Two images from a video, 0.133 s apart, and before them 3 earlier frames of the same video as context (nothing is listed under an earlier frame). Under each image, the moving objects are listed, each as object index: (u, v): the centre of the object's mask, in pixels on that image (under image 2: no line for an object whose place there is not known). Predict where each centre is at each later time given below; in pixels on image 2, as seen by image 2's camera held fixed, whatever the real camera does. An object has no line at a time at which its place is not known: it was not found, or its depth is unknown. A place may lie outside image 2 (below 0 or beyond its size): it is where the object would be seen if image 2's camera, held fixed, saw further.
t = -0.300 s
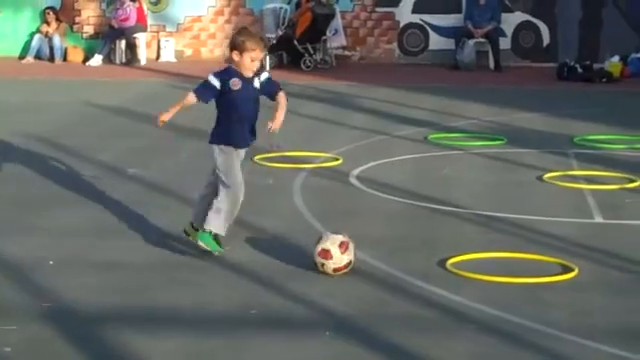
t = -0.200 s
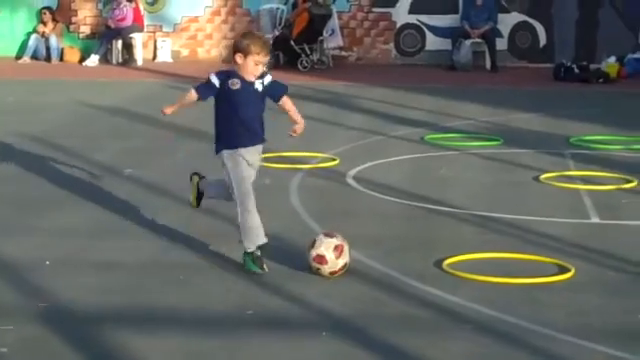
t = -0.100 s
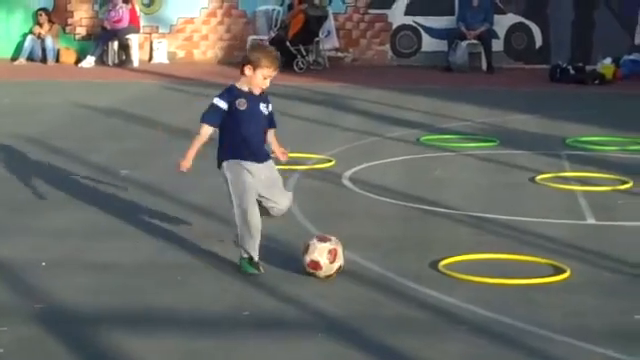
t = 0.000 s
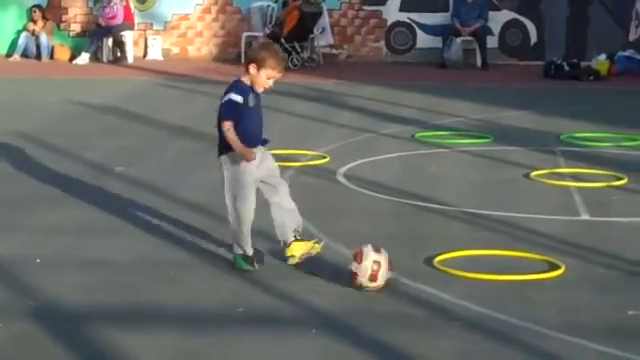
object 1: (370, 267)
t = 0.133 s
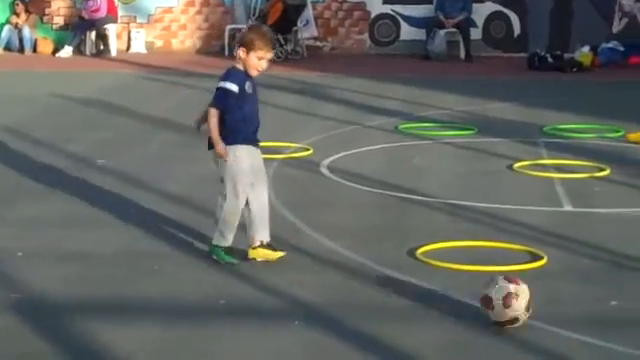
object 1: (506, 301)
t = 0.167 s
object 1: (549, 314)
